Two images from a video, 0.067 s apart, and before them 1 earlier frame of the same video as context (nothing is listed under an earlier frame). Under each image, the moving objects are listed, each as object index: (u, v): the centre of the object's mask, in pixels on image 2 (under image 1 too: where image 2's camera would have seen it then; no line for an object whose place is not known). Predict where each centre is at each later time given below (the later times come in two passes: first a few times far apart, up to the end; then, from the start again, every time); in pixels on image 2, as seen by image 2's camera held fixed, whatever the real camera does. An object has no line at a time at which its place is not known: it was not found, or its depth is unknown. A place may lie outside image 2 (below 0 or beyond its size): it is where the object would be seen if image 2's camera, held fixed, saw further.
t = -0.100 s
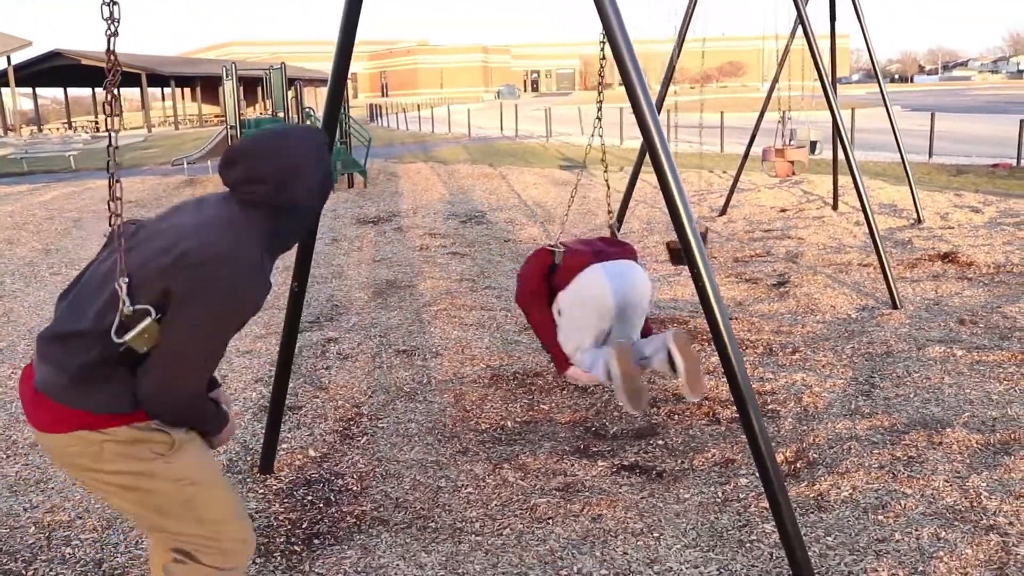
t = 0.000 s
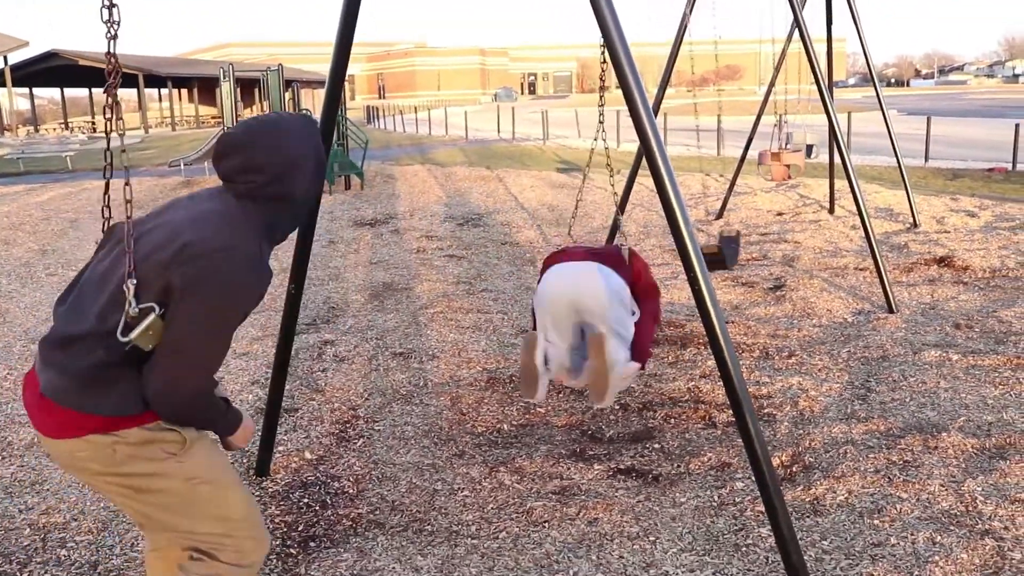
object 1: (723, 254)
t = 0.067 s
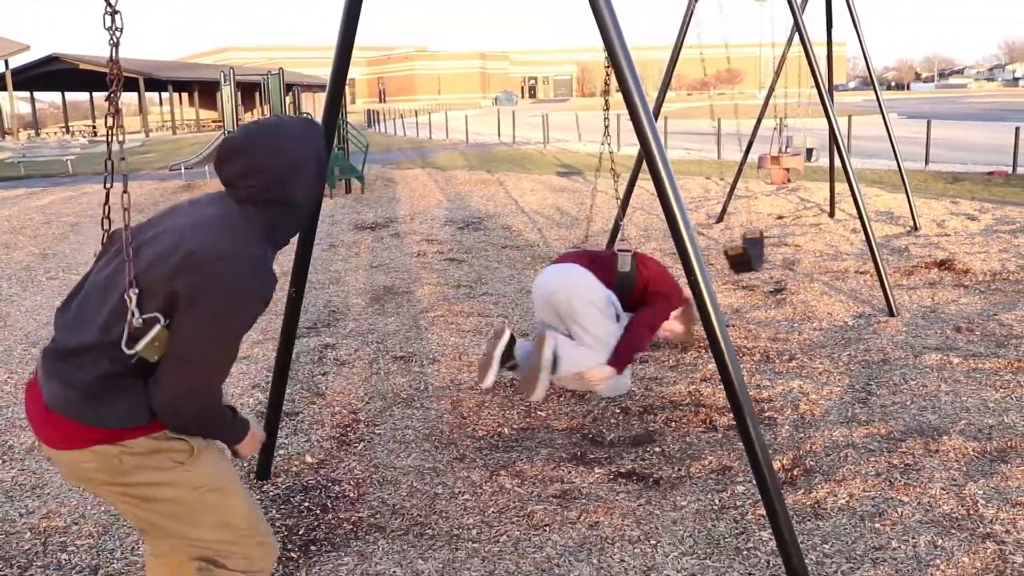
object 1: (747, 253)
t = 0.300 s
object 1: (818, 237)
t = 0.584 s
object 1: (851, 224)
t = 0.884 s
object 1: (807, 241)
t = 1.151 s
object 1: (721, 254)
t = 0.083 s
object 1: (752, 252)
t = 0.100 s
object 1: (758, 252)
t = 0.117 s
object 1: (764, 251)
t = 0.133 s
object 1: (769, 250)
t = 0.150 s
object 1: (775, 249)
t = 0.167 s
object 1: (780, 248)
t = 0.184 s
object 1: (786, 246)
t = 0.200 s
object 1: (791, 245)
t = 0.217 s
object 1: (796, 244)
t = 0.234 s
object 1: (801, 243)
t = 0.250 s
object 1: (806, 241)
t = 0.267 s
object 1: (810, 240)
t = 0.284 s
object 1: (814, 238)
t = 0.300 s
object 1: (818, 237)
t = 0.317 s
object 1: (822, 236)
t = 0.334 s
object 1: (826, 235)
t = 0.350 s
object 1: (829, 233)
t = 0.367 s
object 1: (832, 232)
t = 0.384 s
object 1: (836, 231)
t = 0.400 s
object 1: (838, 230)
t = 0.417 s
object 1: (840, 229)
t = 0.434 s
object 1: (842, 228)
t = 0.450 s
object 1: (845, 228)
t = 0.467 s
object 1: (846, 227)
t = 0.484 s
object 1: (847, 226)
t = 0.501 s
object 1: (849, 226)
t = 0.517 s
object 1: (850, 225)
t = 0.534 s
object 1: (850, 225)
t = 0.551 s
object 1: (851, 225)
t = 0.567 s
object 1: (851, 224)
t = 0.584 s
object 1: (851, 224)
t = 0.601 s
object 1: (851, 225)
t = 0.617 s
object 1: (850, 225)
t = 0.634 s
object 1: (849, 225)
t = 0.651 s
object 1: (848, 226)
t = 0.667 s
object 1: (846, 227)
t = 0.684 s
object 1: (845, 227)
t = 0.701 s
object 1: (844, 228)
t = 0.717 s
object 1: (841, 229)
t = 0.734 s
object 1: (838, 229)
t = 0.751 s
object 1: (836, 231)
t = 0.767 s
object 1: (833, 231)
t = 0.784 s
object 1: (830, 233)
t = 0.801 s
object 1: (827, 234)
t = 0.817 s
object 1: (823, 235)
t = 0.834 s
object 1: (819, 238)
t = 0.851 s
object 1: (815, 238)
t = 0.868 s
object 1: (811, 239)
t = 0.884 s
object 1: (807, 241)
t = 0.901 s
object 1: (802, 242)
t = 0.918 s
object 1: (797, 243)
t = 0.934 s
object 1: (792, 245)
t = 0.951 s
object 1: (788, 246)
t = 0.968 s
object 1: (782, 247)
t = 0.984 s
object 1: (777, 248)
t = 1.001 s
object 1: (772, 249)
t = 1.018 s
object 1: (766, 250)
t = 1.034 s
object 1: (760, 251)
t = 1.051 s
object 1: (754, 252)
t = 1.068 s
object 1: (748, 252)
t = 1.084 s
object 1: (742, 252)
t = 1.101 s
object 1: (738, 253)
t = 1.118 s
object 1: (731, 254)
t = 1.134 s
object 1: (724, 254)
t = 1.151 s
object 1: (721, 254)
